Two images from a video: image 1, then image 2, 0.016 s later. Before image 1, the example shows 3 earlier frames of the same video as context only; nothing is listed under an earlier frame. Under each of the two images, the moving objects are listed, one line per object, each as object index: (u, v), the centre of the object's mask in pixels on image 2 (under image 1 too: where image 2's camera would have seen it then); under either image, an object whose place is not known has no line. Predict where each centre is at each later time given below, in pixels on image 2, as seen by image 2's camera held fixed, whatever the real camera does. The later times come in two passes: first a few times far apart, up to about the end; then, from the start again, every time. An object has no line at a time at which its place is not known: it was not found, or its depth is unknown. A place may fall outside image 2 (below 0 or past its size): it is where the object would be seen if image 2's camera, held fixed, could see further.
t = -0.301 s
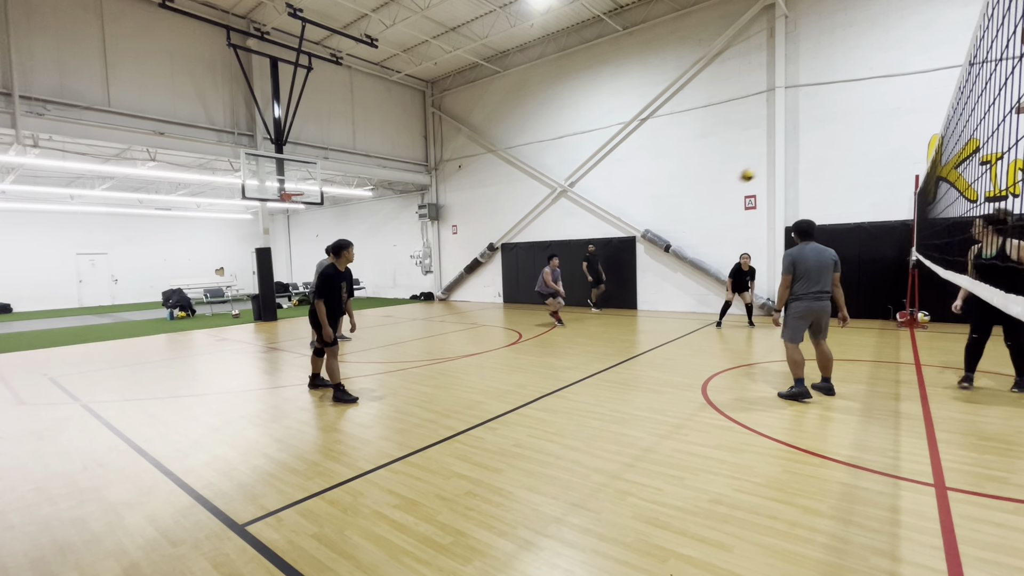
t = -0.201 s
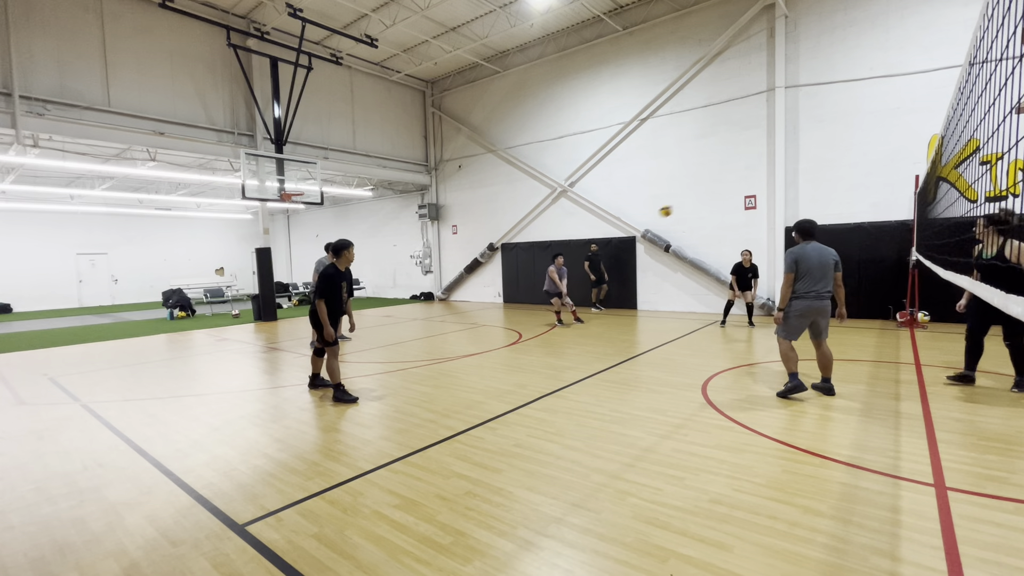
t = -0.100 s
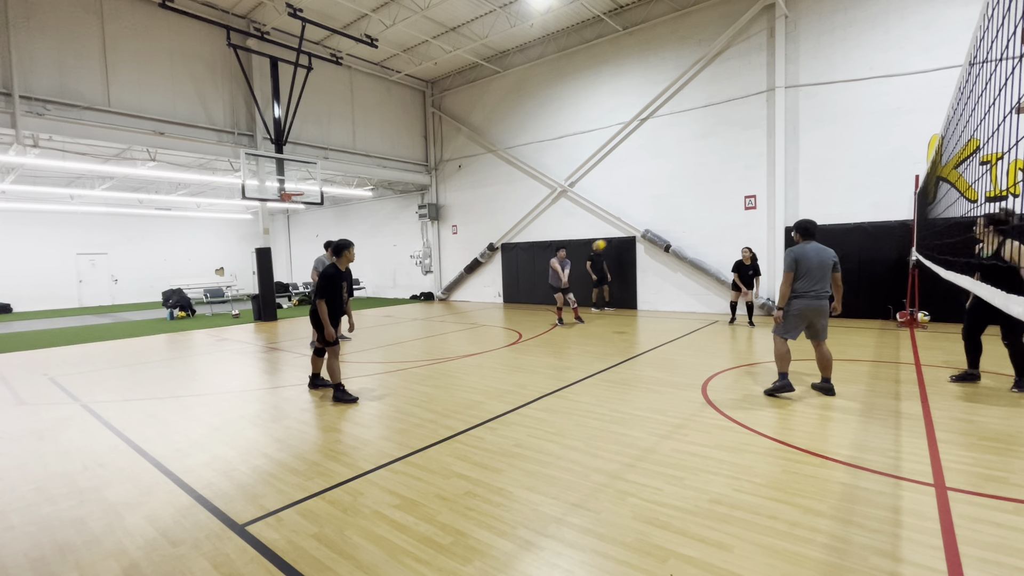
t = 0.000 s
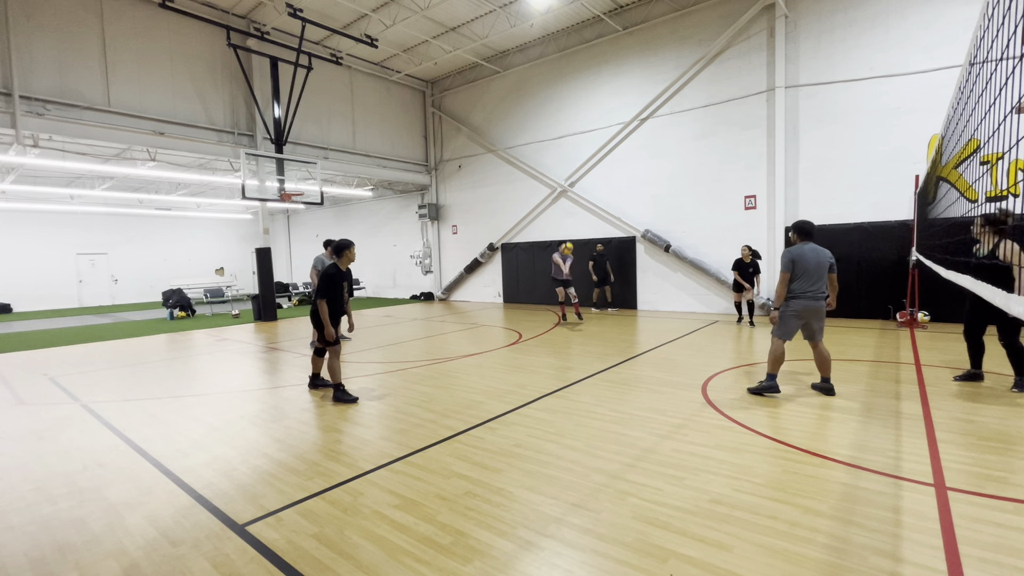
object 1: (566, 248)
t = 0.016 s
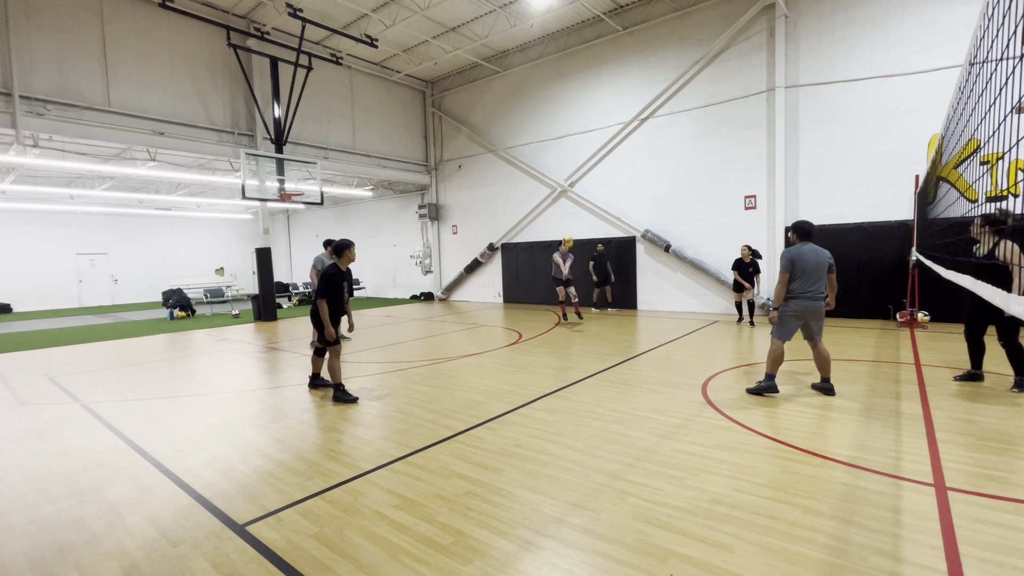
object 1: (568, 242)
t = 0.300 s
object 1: (571, 142)
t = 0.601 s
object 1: (573, 71)
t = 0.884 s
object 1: (575, 48)
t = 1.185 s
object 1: (579, 89)
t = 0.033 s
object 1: (568, 235)
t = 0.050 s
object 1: (568, 229)
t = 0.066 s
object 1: (569, 222)
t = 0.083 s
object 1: (568, 216)
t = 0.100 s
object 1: (569, 210)
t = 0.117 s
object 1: (569, 203)
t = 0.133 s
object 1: (569, 197)
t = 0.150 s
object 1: (570, 191)
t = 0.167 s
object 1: (570, 185)
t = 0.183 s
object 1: (570, 180)
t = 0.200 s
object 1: (570, 174)
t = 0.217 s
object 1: (571, 168)
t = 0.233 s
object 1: (571, 163)
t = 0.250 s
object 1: (571, 157)
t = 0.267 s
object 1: (571, 152)
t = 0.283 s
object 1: (571, 147)
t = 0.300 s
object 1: (571, 142)
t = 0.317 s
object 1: (571, 137)
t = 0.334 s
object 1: (572, 132)
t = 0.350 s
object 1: (572, 127)
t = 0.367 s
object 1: (572, 122)
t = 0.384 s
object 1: (572, 118)
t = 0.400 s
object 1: (572, 113)
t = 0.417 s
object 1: (572, 109)
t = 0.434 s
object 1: (572, 105)
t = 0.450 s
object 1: (572, 101)
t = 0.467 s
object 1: (572, 97)
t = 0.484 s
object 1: (573, 93)
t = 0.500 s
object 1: (573, 90)
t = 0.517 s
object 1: (573, 86)
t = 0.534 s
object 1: (573, 82)
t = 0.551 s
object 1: (573, 79)
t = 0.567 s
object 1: (573, 76)
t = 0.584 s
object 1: (573, 73)
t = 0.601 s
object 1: (573, 71)
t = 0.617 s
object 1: (573, 68)
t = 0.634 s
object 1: (573, 66)
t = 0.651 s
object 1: (574, 63)
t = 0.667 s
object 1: (573, 61)
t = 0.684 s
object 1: (574, 59)
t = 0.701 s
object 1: (574, 57)
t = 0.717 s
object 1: (574, 55)
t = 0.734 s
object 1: (574, 54)
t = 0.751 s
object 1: (574, 52)
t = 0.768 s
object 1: (574, 52)
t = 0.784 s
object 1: (574, 50)
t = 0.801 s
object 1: (574, 50)
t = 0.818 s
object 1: (575, 50)
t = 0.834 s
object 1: (575, 49)
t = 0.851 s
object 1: (575, 48)
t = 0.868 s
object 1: (575, 49)
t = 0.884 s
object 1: (575, 48)
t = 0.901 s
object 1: (575, 49)
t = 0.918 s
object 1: (575, 49)
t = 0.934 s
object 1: (575, 50)
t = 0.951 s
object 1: (576, 51)
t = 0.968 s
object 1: (576, 52)
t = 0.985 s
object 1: (576, 54)
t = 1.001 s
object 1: (576, 56)
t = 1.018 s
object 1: (576, 57)
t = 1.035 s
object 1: (577, 60)
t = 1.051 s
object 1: (577, 62)
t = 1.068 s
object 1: (577, 64)
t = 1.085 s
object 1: (577, 67)
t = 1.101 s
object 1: (577, 70)
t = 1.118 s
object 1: (578, 73)
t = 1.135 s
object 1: (578, 77)
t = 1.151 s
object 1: (578, 81)
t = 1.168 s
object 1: (578, 85)
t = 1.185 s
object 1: (579, 89)
